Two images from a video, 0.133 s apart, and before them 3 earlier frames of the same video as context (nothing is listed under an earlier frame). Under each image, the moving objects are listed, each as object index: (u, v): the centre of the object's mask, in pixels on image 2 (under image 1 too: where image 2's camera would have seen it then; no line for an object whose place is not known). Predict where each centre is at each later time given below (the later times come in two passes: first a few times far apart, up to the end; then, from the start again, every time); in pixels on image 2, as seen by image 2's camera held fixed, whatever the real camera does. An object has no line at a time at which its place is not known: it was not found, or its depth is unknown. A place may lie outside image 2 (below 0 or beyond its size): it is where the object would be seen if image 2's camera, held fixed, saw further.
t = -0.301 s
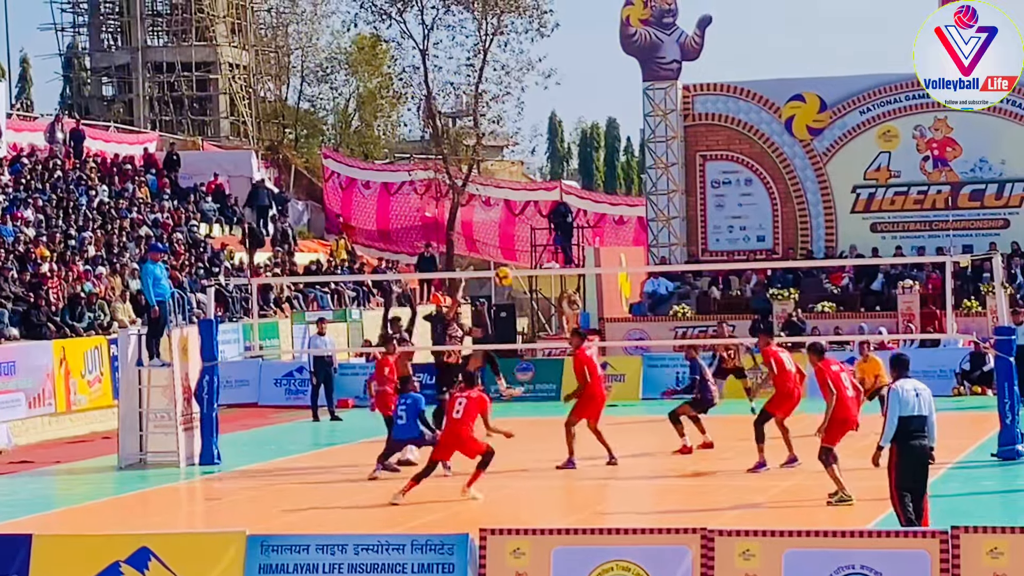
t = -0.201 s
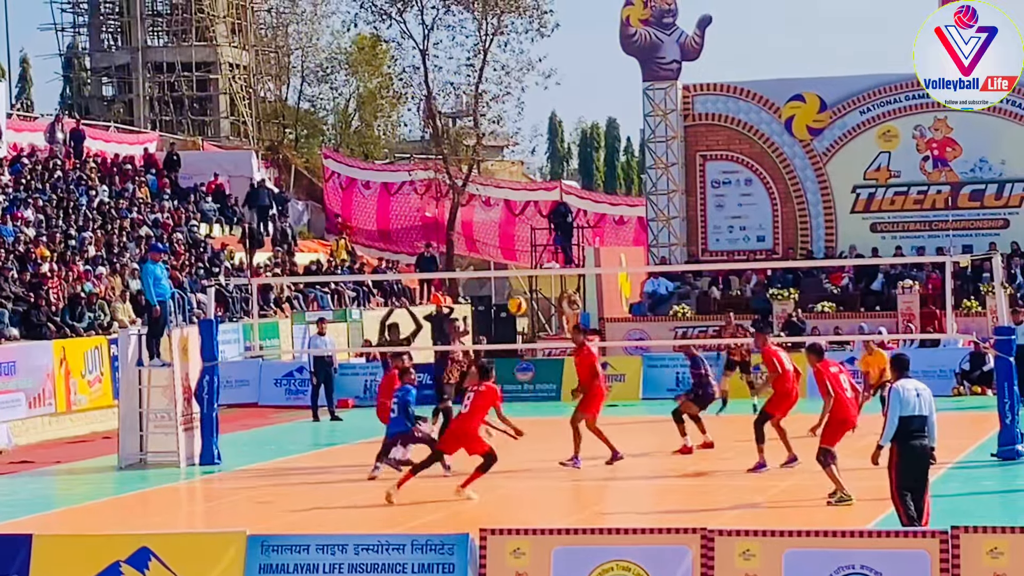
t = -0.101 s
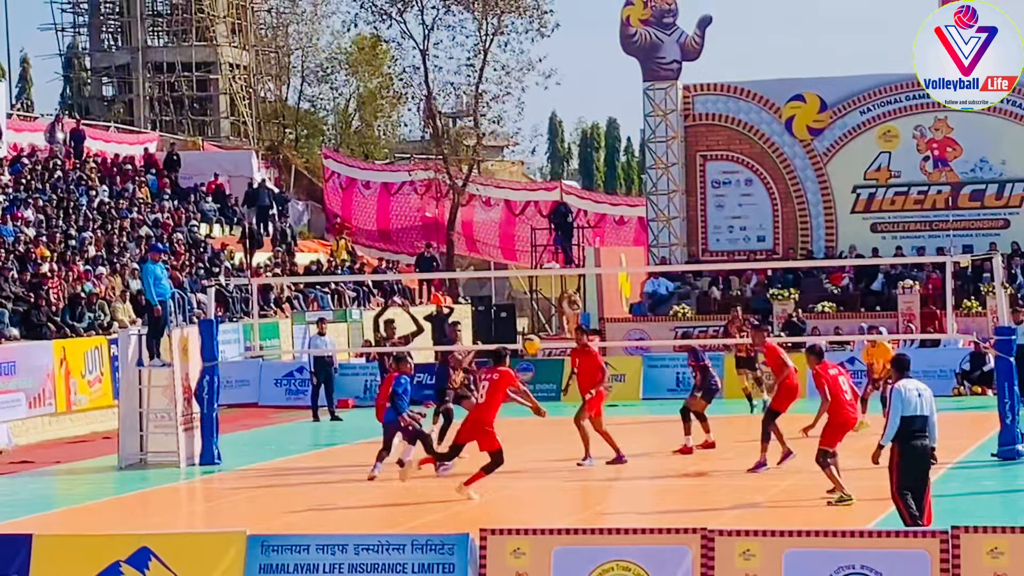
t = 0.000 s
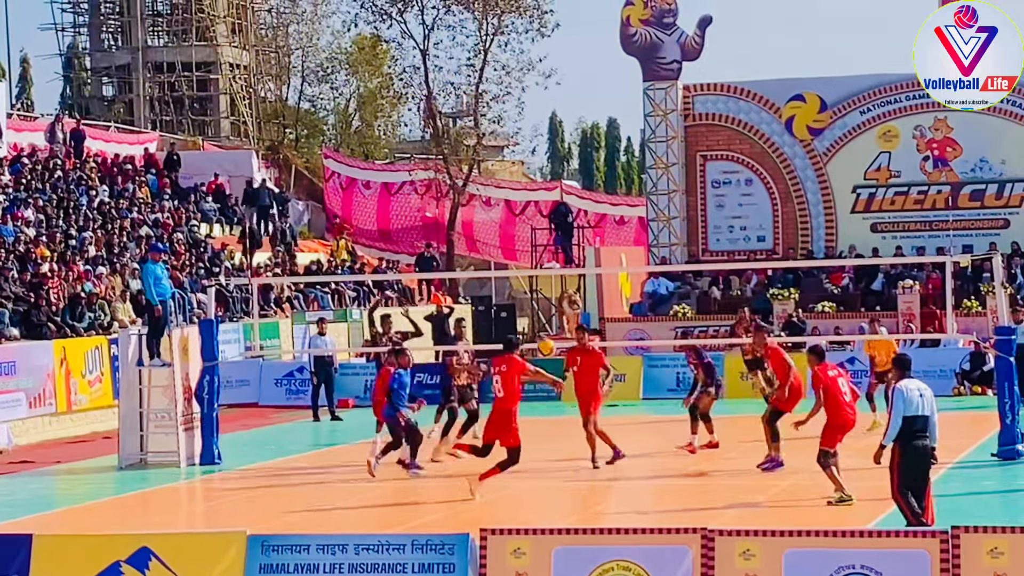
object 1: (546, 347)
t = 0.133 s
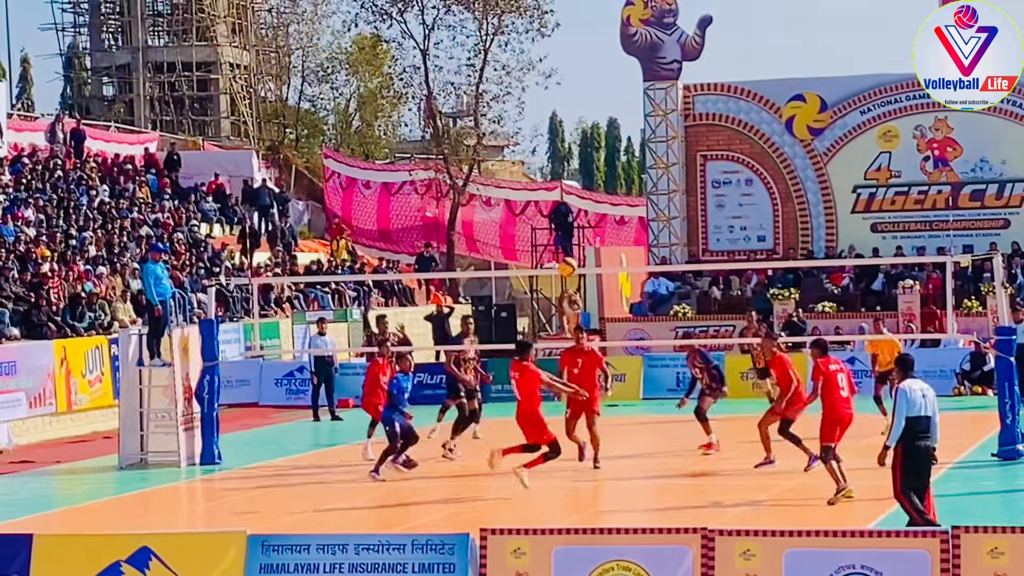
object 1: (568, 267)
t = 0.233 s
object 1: (583, 219)
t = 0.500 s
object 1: (623, 138)
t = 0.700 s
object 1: (654, 118)
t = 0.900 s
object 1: (683, 131)
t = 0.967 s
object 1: (693, 144)
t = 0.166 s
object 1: (572, 250)
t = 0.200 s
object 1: (579, 234)
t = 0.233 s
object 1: (583, 219)
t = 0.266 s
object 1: (588, 206)
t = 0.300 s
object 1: (595, 192)
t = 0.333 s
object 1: (598, 180)
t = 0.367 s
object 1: (604, 169)
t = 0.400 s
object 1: (610, 160)
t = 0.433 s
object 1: (615, 151)
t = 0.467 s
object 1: (619, 144)
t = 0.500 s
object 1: (623, 138)
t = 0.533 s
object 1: (629, 131)
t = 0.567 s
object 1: (633, 126)
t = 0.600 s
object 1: (639, 123)
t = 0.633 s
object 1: (644, 121)
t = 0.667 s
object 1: (648, 120)
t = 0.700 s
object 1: (654, 118)
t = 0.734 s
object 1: (658, 118)
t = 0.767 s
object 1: (663, 118)
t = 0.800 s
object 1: (668, 120)
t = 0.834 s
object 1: (673, 122)
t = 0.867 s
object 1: (677, 127)
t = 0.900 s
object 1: (683, 131)
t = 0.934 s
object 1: (688, 137)
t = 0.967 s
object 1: (693, 144)
